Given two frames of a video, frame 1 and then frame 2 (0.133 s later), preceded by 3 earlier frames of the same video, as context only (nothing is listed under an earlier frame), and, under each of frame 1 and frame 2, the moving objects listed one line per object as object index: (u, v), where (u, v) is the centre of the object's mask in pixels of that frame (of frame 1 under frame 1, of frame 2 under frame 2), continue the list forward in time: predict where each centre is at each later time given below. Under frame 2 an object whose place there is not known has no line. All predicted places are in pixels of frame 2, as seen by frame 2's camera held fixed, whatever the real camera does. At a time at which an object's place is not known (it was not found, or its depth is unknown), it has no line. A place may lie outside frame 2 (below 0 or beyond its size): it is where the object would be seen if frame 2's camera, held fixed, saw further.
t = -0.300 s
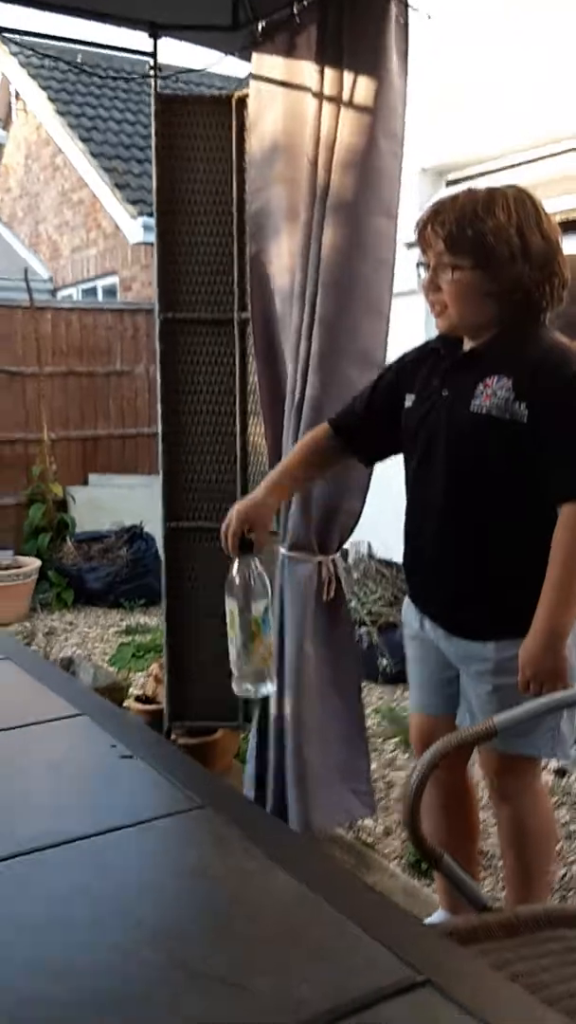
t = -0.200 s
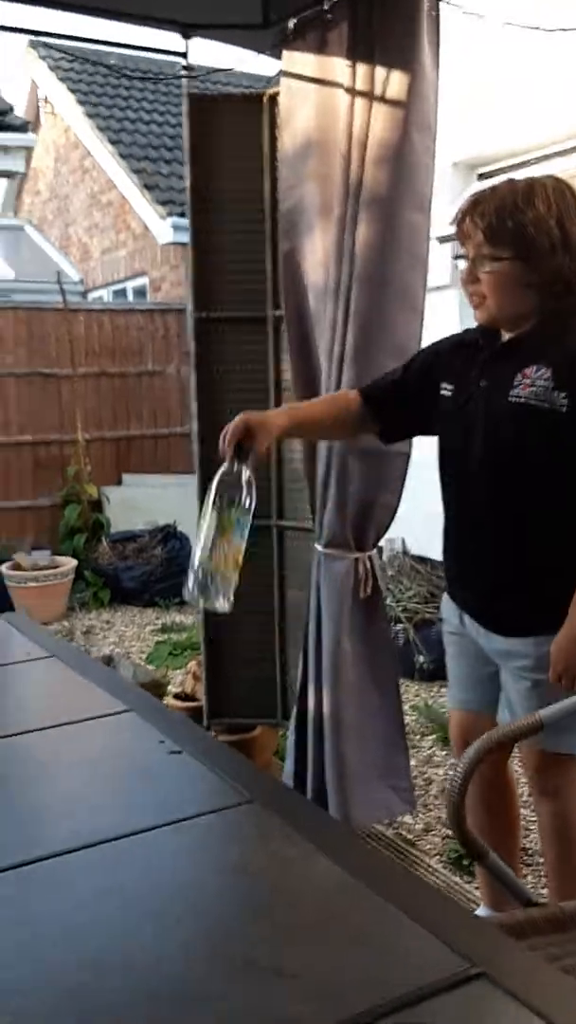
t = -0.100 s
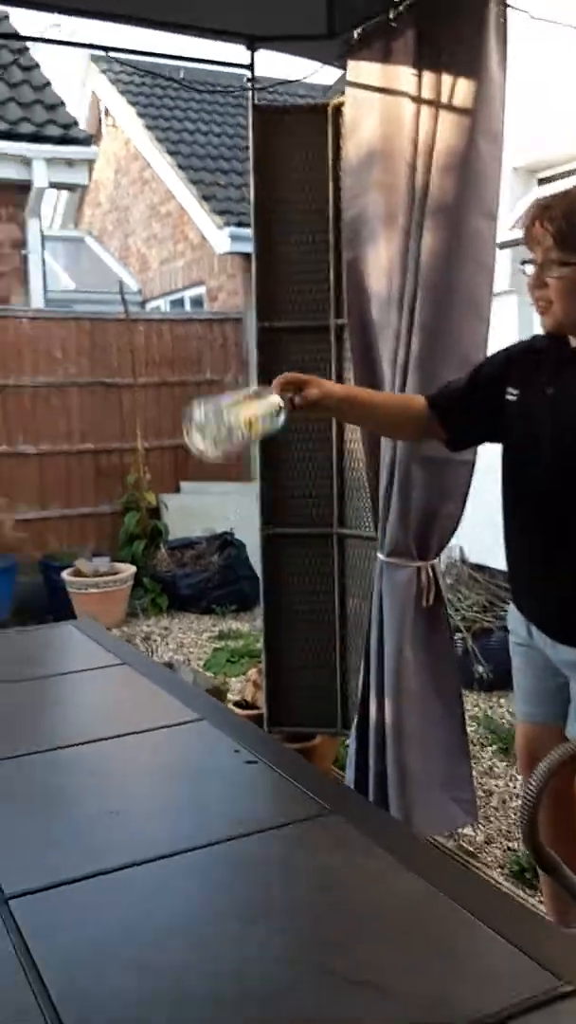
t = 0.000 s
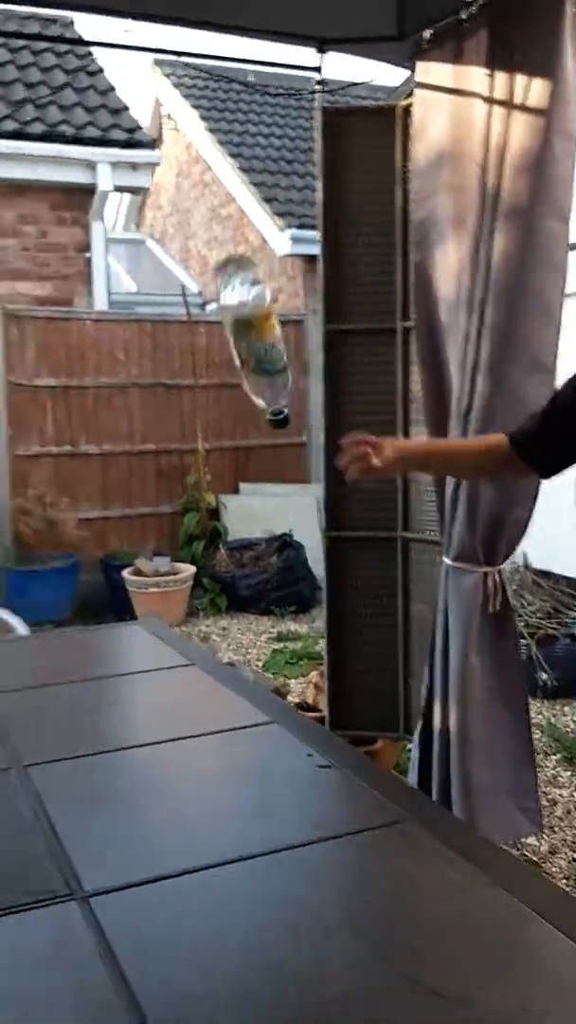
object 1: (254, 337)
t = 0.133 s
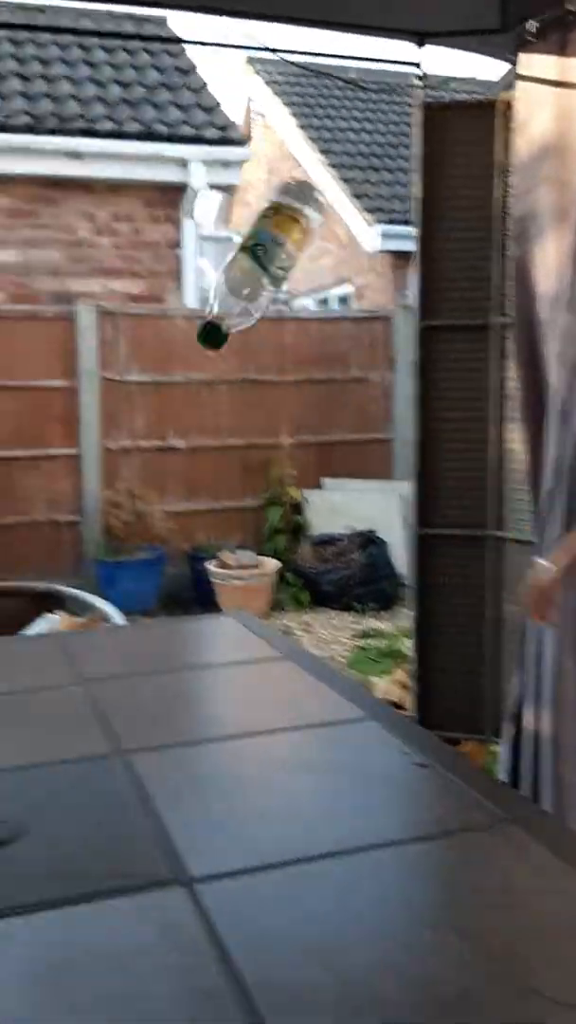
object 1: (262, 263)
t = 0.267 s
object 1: (219, 269)
